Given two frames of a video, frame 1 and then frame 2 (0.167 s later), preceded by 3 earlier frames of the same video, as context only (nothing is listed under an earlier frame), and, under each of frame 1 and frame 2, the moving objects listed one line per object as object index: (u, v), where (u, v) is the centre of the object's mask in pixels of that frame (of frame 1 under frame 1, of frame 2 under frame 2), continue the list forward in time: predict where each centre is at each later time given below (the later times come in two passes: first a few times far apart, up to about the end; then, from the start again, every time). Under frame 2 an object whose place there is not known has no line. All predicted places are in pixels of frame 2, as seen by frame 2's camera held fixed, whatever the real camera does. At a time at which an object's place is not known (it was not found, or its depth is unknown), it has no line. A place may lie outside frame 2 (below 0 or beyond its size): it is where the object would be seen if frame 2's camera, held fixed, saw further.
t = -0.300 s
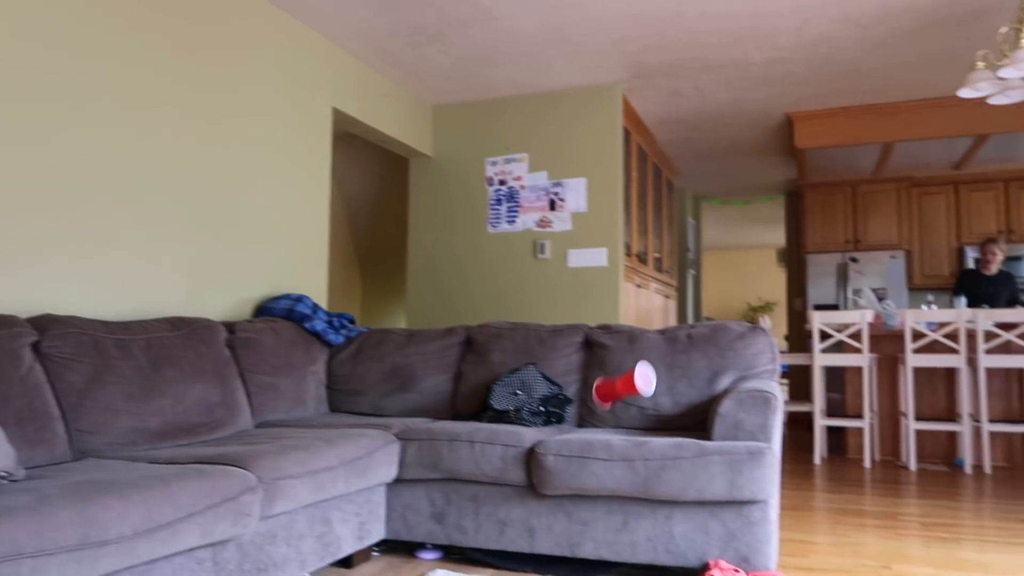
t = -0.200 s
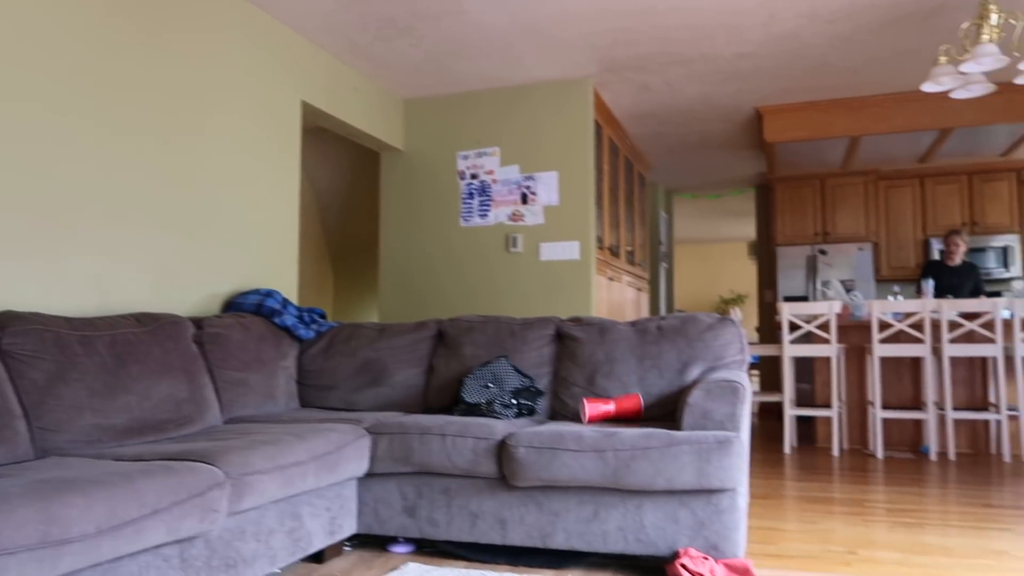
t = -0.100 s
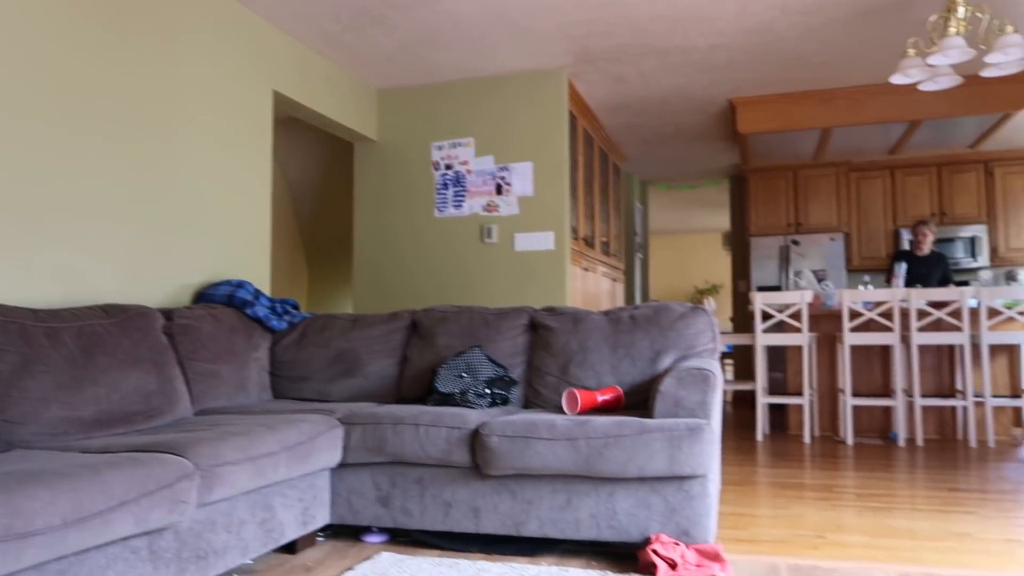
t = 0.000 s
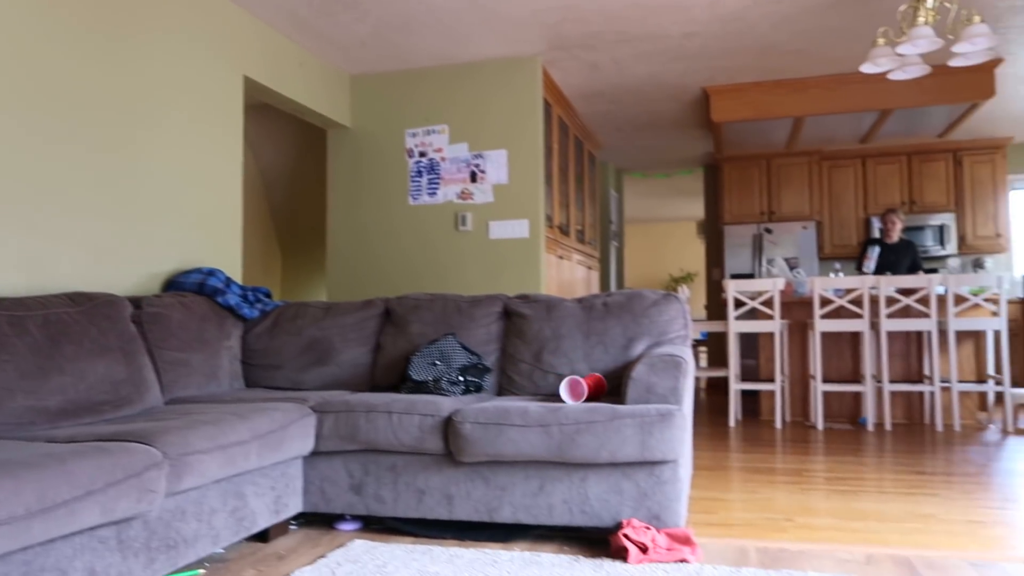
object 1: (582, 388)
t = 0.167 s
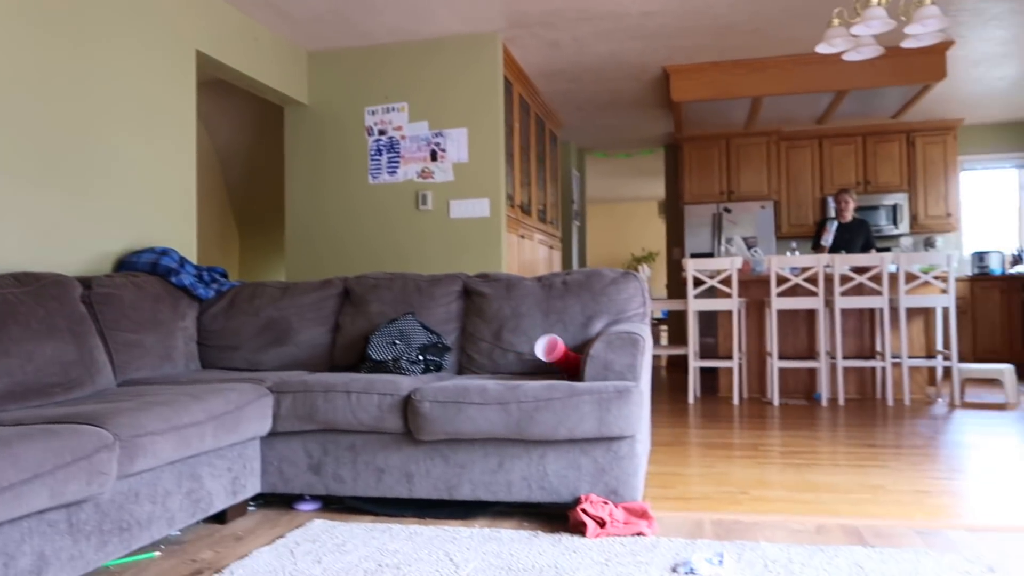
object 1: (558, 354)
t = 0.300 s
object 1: (550, 359)
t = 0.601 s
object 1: (546, 367)
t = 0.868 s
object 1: (546, 368)
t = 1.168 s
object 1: (547, 368)
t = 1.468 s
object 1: (546, 368)
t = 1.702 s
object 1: (546, 368)
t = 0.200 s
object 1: (556, 354)
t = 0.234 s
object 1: (554, 354)
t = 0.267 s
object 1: (551, 356)
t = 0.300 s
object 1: (550, 359)
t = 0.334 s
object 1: (547, 363)
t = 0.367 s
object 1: (545, 368)
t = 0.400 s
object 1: (545, 367)
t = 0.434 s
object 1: (546, 367)
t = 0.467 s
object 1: (546, 368)
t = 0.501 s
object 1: (546, 367)
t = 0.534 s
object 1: (546, 367)
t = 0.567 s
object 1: (546, 367)
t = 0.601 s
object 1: (546, 367)
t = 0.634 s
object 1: (546, 367)
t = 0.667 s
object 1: (546, 367)
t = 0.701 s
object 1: (546, 367)
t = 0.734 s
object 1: (546, 367)
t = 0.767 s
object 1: (546, 367)
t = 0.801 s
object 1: (546, 367)
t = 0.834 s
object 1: (546, 367)
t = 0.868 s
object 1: (546, 368)
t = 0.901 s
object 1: (546, 367)
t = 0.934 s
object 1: (546, 367)
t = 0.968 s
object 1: (547, 368)
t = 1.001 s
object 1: (546, 367)
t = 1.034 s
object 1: (547, 368)
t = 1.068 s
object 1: (547, 367)
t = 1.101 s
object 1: (546, 368)
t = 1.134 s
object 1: (546, 368)
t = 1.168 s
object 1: (547, 368)
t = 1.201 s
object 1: (546, 368)
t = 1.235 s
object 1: (546, 367)
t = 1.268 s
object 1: (546, 368)
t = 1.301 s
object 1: (546, 367)
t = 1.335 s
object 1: (546, 368)
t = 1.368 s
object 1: (546, 367)
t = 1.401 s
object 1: (546, 368)
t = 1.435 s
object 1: (546, 368)
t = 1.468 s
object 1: (546, 368)
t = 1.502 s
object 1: (546, 368)
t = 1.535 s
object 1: (546, 368)
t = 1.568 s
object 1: (546, 368)
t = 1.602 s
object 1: (546, 368)
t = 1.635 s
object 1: (546, 368)
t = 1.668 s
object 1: (546, 368)
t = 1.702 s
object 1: (546, 368)
